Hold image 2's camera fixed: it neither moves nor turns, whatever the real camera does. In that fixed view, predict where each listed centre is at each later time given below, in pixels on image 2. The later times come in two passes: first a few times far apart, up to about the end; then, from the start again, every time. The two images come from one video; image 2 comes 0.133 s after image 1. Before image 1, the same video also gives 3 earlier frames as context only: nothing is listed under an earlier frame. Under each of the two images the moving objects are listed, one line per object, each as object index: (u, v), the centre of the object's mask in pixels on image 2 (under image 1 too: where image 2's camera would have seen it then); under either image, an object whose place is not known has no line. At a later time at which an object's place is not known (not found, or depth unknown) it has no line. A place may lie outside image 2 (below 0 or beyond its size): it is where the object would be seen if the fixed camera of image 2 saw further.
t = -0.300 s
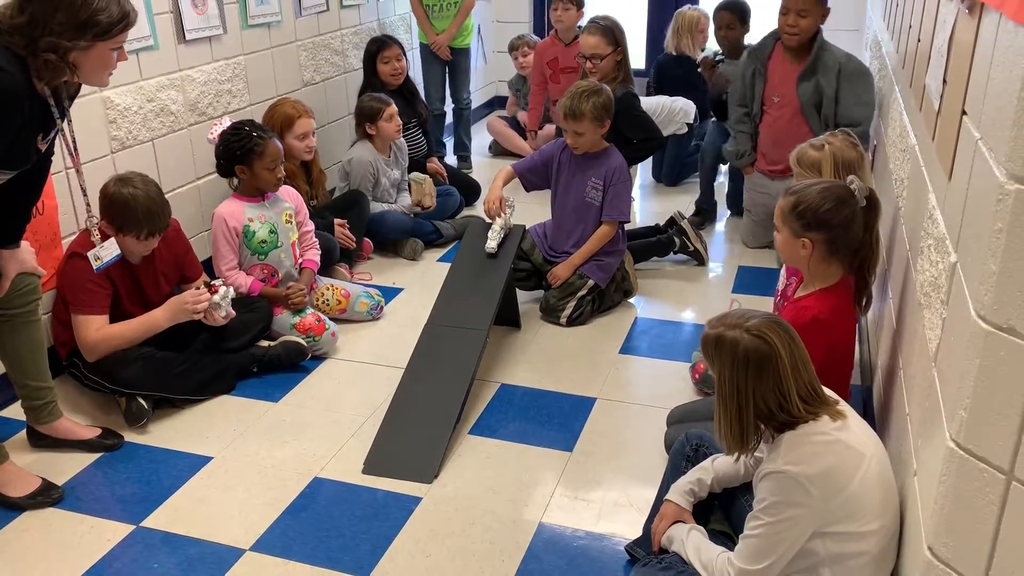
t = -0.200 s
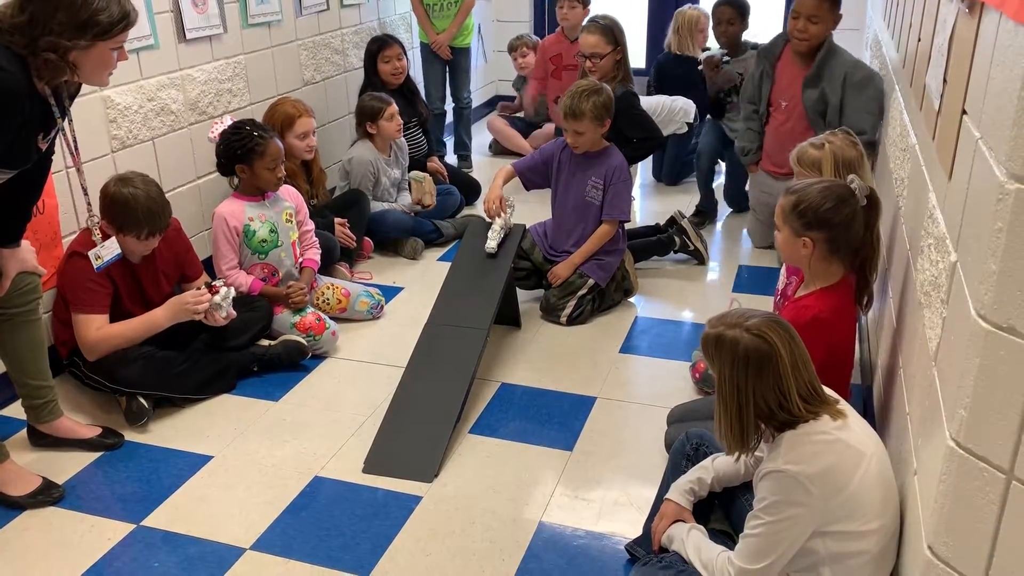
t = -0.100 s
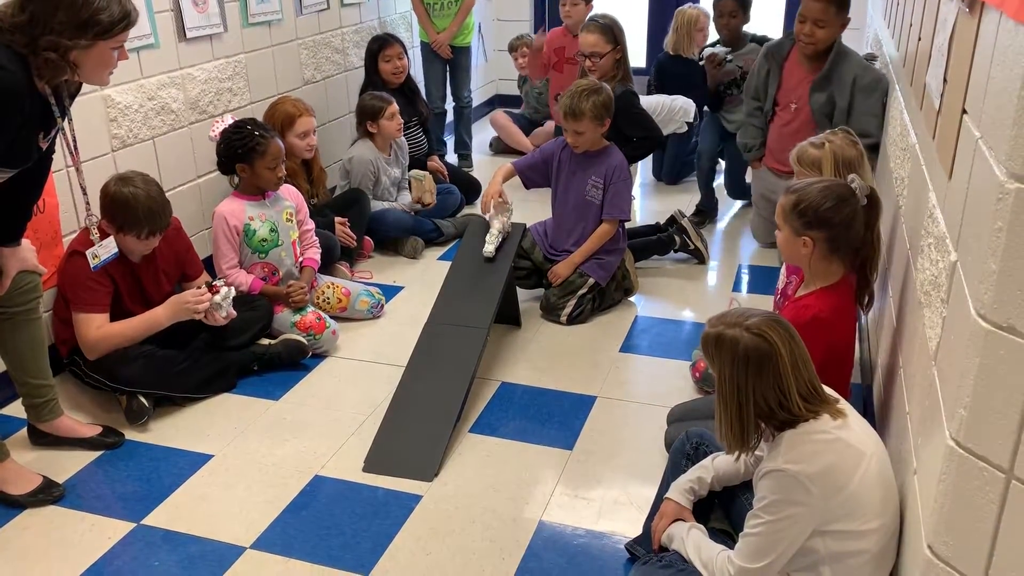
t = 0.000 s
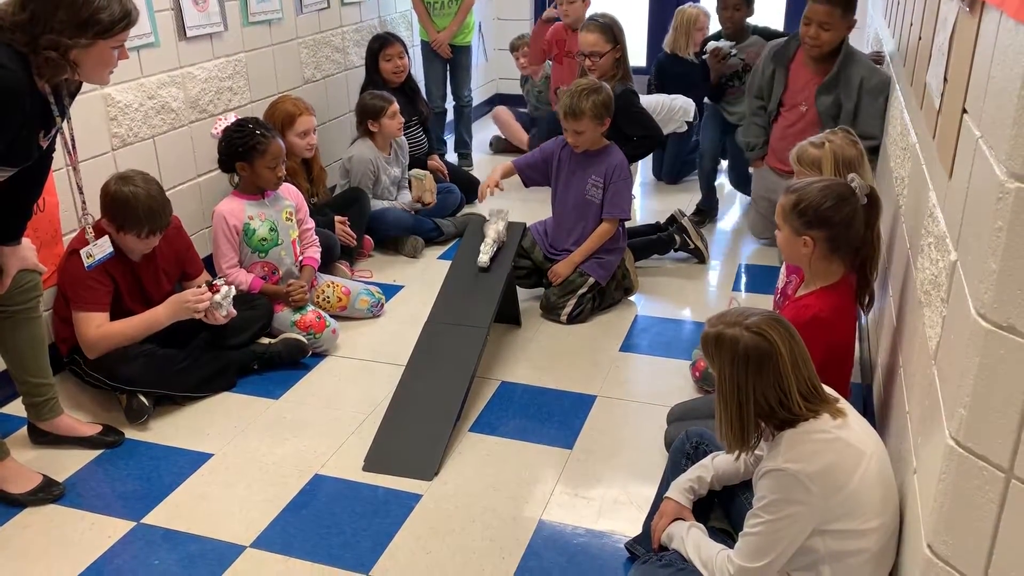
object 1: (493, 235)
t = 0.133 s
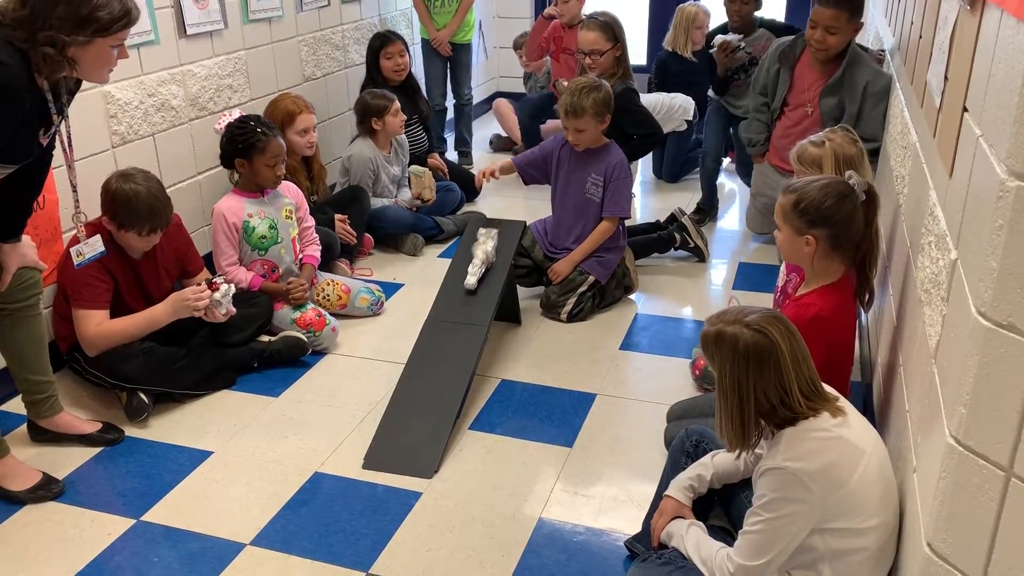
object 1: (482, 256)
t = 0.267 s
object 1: (463, 291)
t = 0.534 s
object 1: (394, 406)
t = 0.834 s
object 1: (232, 550)
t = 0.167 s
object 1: (478, 264)
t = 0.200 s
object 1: (473, 272)
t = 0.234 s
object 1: (468, 281)
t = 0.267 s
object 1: (463, 291)
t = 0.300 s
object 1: (457, 302)
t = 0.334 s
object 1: (450, 314)
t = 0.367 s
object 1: (443, 326)
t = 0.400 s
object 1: (435, 340)
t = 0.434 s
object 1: (426, 355)
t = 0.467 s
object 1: (416, 371)
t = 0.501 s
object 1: (405, 389)
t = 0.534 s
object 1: (394, 406)
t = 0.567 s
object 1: (380, 426)
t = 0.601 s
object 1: (365, 446)
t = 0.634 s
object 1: (348, 466)
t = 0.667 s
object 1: (330, 479)
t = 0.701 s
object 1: (313, 493)
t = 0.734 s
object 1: (295, 507)
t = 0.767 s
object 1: (276, 522)
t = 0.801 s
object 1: (254, 535)
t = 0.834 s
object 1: (232, 550)
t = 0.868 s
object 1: (209, 564)
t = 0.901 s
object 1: (187, 575)
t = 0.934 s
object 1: (167, 584)
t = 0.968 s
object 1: (146, 594)
